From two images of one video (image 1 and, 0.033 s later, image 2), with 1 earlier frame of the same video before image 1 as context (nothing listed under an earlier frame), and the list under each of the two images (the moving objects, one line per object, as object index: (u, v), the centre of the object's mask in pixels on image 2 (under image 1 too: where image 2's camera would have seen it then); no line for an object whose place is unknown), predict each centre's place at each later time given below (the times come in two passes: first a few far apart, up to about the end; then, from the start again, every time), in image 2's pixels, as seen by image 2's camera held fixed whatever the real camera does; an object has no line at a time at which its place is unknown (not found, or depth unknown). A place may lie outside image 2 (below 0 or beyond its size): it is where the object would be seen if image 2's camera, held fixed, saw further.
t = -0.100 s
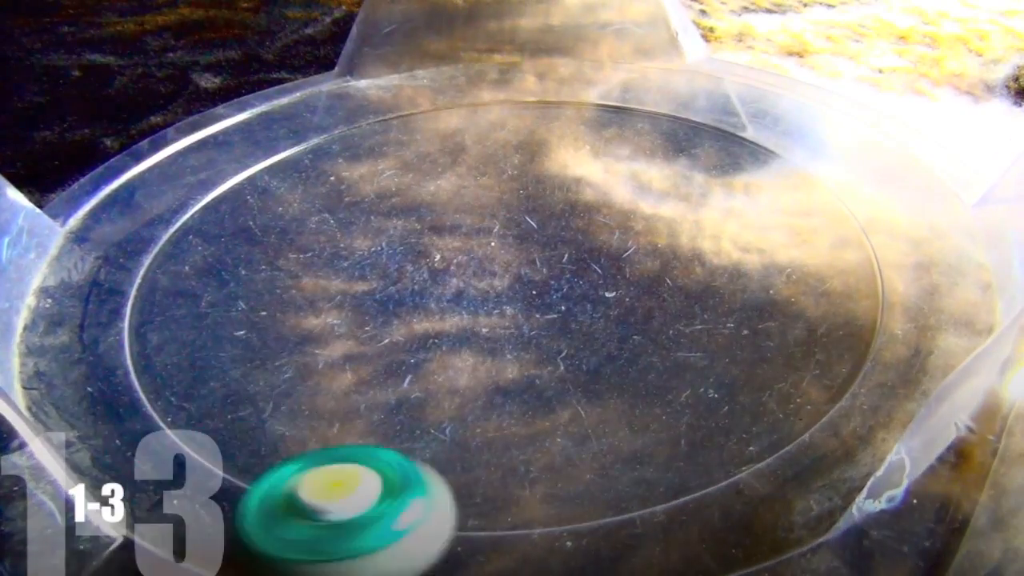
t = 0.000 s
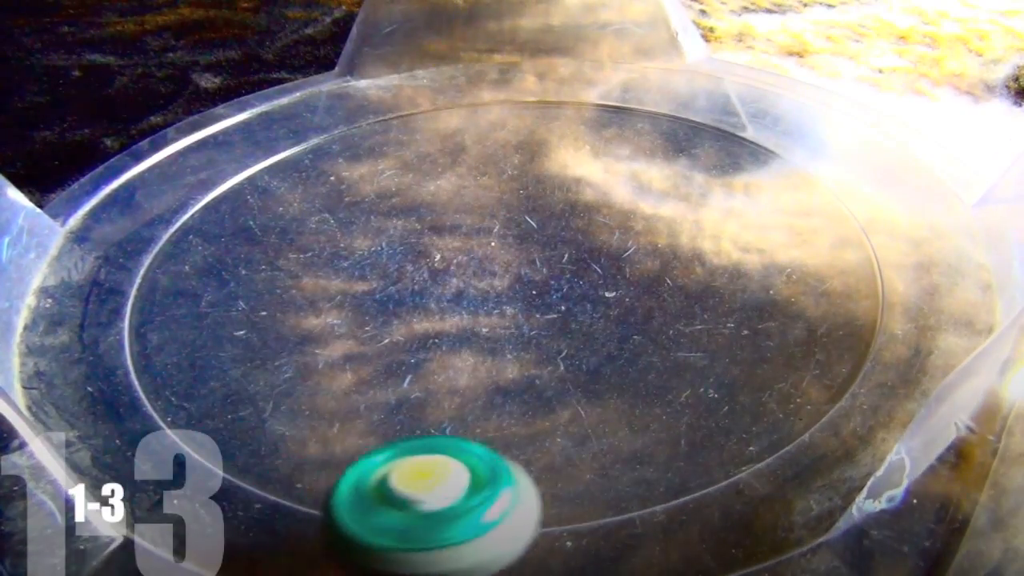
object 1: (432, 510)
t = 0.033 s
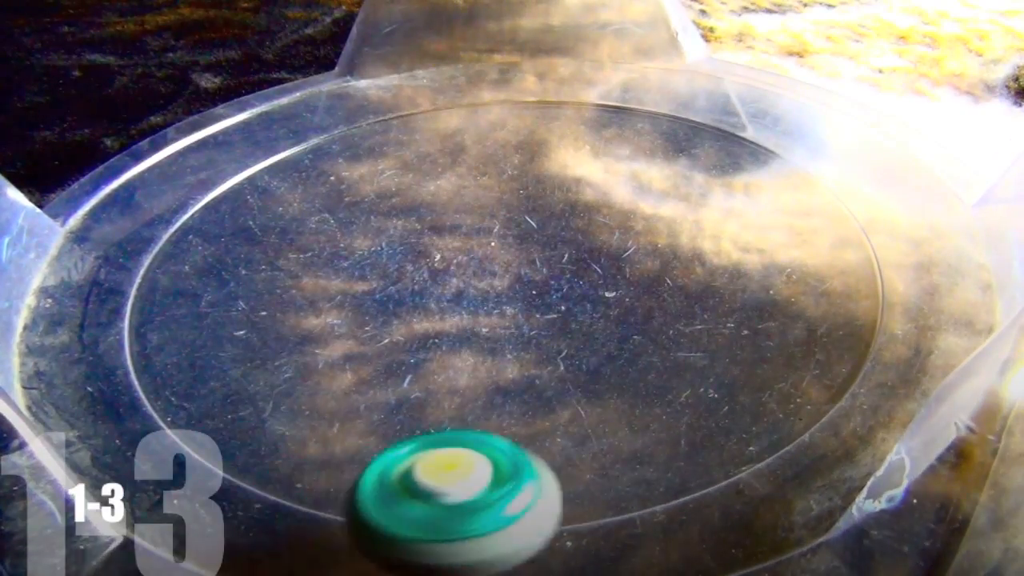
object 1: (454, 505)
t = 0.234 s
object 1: (555, 415)
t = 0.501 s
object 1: (468, 239)
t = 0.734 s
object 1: (156, 227)
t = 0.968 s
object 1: (115, 327)
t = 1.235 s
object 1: (419, 367)
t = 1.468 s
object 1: (532, 204)
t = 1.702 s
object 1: (291, 121)
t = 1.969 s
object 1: (222, 270)
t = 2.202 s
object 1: (541, 310)
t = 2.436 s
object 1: (600, 133)
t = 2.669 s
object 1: (385, 91)
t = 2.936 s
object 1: (275, 223)
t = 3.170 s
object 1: (566, 345)
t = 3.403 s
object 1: (762, 167)
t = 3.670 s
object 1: (558, 108)
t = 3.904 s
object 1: (339, 236)
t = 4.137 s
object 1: (575, 405)
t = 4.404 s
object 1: (861, 272)
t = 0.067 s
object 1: (475, 496)
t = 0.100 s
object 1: (494, 484)
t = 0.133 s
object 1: (512, 469)
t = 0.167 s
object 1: (529, 457)
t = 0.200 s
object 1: (543, 436)
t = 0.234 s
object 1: (555, 415)
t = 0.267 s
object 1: (566, 393)
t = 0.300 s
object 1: (575, 370)
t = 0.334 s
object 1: (577, 345)
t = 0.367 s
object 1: (571, 321)
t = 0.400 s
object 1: (556, 298)
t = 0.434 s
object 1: (533, 276)
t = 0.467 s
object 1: (504, 256)
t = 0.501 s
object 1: (468, 239)
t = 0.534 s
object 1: (426, 228)
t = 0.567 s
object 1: (383, 219)
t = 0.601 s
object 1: (337, 212)
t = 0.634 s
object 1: (293, 210)
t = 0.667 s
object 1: (246, 211)
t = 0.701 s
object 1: (200, 218)
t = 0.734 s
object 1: (156, 227)
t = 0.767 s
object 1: (124, 238)
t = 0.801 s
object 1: (101, 259)
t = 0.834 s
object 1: (81, 274)
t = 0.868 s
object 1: (86, 291)
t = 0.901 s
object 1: (96, 305)
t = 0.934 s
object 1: (105, 317)
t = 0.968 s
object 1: (115, 327)
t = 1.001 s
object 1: (132, 338)
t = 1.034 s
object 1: (160, 354)
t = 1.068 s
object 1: (193, 365)
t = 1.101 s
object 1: (228, 372)
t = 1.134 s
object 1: (271, 375)
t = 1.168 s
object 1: (316, 377)
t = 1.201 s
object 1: (367, 375)
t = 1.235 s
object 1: (419, 367)
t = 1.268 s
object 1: (467, 352)
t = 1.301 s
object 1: (506, 331)
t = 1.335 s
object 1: (534, 308)
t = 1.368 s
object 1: (549, 281)
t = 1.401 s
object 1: (551, 255)
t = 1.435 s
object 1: (547, 229)
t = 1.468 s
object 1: (532, 204)
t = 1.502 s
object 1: (509, 182)
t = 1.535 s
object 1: (480, 162)
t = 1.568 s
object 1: (447, 146)
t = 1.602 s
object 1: (408, 133)
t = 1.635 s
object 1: (368, 124)
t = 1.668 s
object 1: (327, 122)
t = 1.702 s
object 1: (291, 121)
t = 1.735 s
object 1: (261, 126)
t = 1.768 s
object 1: (237, 148)
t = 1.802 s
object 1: (222, 172)
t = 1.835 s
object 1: (209, 191)
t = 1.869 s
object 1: (201, 211)
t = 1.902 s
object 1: (200, 230)
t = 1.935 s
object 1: (206, 249)
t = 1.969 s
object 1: (222, 270)
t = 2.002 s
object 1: (246, 292)
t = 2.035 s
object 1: (283, 311)
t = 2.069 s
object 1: (331, 326)
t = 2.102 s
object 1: (382, 334)
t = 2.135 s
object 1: (437, 333)
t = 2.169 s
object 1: (492, 325)
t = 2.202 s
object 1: (541, 310)
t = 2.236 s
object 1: (583, 289)
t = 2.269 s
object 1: (614, 263)
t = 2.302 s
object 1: (633, 236)
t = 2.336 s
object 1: (640, 207)
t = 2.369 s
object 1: (634, 180)
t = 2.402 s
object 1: (620, 154)
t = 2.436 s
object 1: (600, 133)
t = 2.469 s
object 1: (572, 115)
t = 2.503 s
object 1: (541, 100)
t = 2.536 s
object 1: (508, 91)
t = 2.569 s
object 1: (476, 84)
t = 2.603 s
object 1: (446, 82)
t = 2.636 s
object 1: (416, 83)
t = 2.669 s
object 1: (385, 91)
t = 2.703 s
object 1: (360, 100)
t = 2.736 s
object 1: (339, 109)
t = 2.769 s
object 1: (321, 121)
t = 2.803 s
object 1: (304, 136)
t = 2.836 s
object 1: (290, 152)
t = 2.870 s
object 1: (283, 171)
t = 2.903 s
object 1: (276, 196)
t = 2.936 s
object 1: (275, 223)
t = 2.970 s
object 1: (285, 253)
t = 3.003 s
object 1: (306, 279)
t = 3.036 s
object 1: (343, 304)
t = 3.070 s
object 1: (385, 325)
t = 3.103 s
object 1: (439, 341)
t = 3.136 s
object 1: (502, 348)
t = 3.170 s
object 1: (566, 345)
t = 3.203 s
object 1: (629, 331)
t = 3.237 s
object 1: (684, 311)
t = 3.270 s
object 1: (728, 285)
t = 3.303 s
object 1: (758, 254)
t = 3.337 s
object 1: (773, 224)
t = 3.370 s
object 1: (775, 194)
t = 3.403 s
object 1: (762, 167)
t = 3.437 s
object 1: (750, 145)
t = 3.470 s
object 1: (731, 130)
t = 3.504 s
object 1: (709, 117)
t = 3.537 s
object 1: (680, 109)
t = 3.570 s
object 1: (652, 105)
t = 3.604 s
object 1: (621, 104)
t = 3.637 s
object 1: (591, 104)
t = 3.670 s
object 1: (558, 108)
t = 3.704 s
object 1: (523, 114)
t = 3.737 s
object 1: (486, 125)
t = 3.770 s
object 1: (449, 138)
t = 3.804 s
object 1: (414, 157)
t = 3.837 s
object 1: (382, 181)
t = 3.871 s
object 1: (357, 207)
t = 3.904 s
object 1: (339, 236)
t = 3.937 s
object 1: (332, 267)
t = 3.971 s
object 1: (340, 299)
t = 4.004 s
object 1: (360, 330)
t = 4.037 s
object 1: (393, 360)
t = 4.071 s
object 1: (442, 385)
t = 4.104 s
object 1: (504, 400)
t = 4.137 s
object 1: (575, 405)
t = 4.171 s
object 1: (649, 400)
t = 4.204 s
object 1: (716, 388)
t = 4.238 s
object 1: (772, 370)
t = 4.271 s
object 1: (814, 351)
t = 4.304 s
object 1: (844, 330)
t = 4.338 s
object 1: (859, 309)
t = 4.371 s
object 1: (863, 290)
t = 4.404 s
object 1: (861, 272)
